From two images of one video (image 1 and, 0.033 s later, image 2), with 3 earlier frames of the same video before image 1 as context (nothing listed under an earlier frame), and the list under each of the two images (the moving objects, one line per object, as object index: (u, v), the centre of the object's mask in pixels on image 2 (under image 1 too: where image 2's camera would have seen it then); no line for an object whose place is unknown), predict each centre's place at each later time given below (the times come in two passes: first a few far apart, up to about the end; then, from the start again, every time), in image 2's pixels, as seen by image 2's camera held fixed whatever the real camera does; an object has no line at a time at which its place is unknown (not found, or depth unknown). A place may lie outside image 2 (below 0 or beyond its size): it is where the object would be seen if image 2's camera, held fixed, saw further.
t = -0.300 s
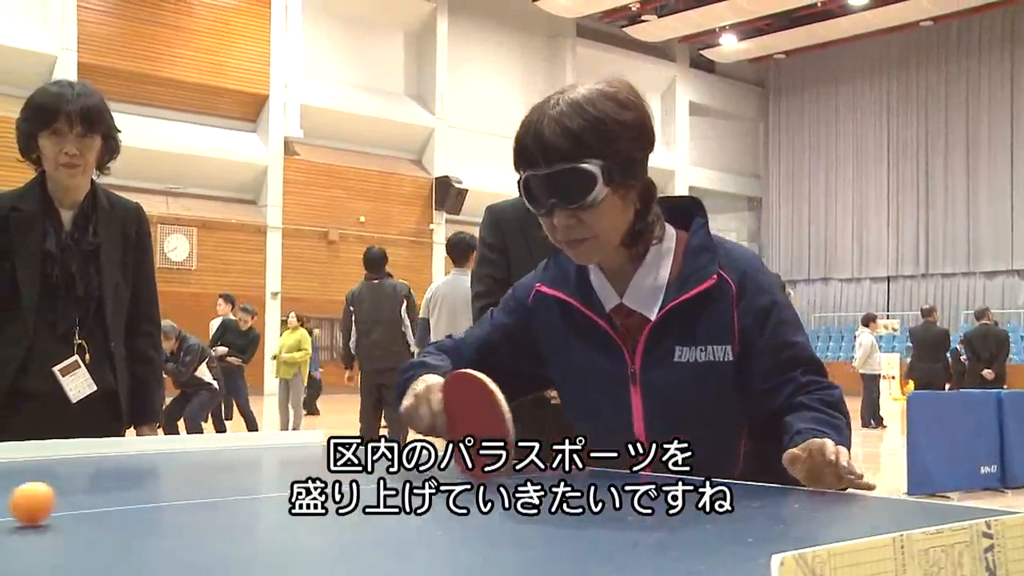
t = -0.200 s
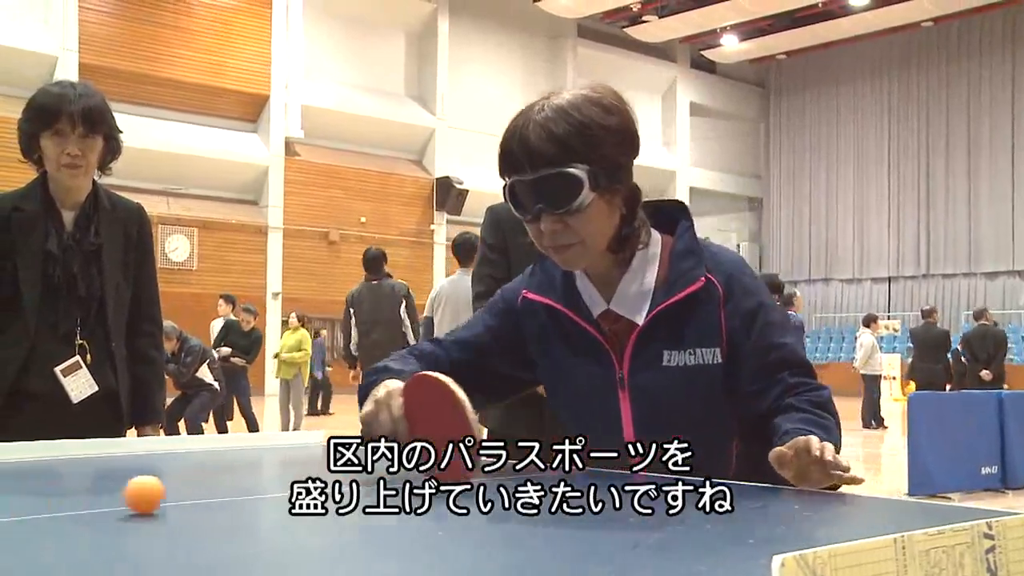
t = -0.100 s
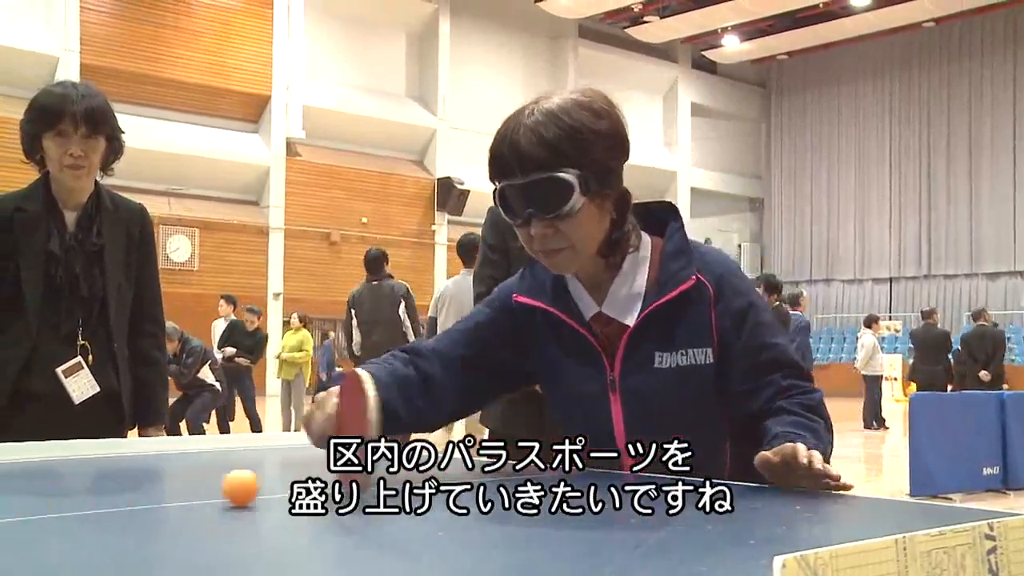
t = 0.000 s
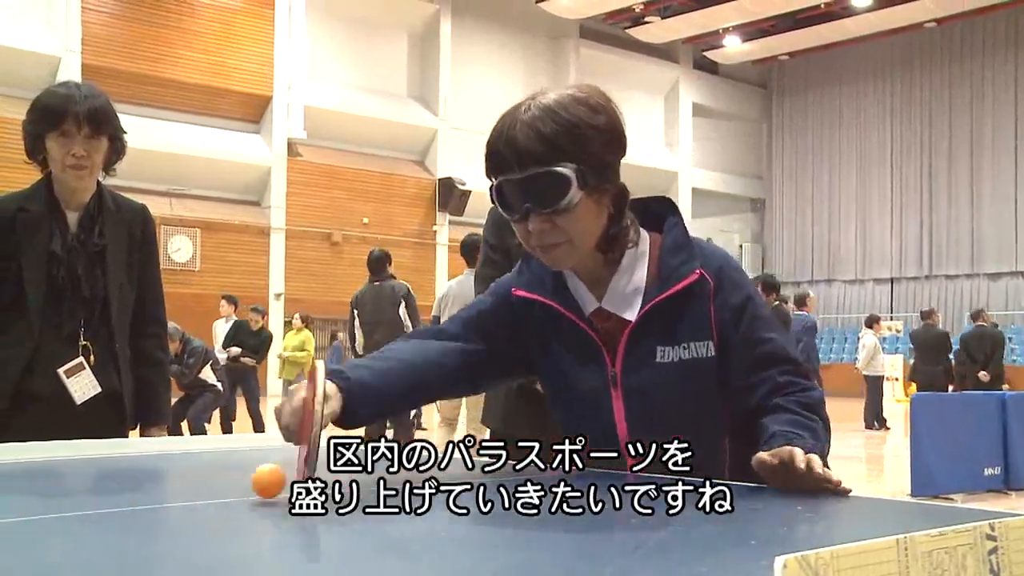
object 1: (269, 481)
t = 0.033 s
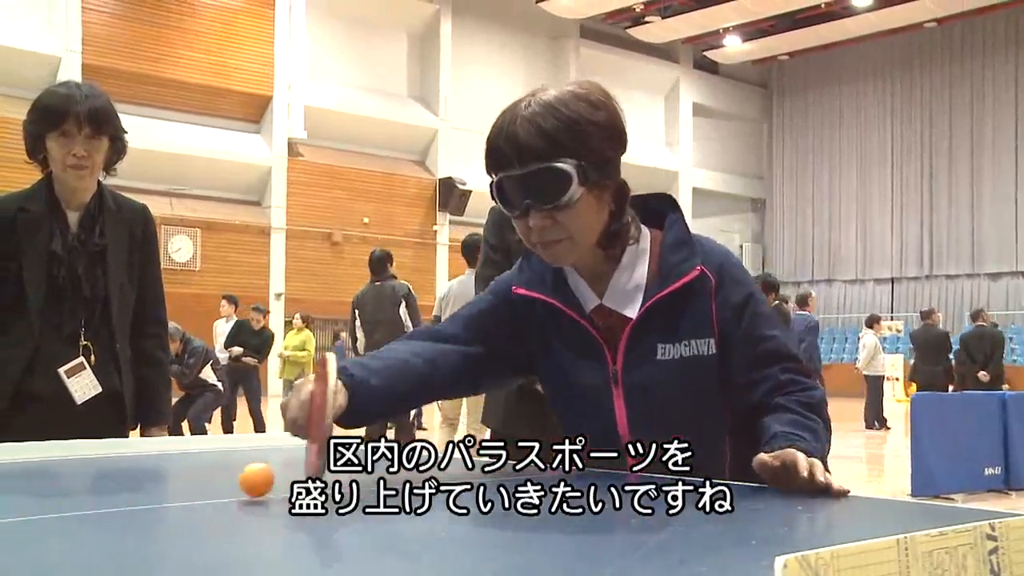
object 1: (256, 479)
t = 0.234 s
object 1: (192, 477)
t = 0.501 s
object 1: (117, 474)
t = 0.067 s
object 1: (239, 481)
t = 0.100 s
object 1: (230, 480)
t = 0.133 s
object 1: (219, 480)
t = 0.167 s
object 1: (209, 478)
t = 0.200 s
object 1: (198, 478)
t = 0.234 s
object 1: (192, 477)
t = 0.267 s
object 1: (180, 478)
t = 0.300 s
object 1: (171, 477)
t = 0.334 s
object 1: (162, 477)
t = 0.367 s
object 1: (153, 476)
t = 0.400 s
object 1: (145, 476)
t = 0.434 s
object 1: (135, 476)
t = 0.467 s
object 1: (126, 474)
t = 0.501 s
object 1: (117, 474)
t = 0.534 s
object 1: (107, 474)
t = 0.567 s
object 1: (101, 474)
